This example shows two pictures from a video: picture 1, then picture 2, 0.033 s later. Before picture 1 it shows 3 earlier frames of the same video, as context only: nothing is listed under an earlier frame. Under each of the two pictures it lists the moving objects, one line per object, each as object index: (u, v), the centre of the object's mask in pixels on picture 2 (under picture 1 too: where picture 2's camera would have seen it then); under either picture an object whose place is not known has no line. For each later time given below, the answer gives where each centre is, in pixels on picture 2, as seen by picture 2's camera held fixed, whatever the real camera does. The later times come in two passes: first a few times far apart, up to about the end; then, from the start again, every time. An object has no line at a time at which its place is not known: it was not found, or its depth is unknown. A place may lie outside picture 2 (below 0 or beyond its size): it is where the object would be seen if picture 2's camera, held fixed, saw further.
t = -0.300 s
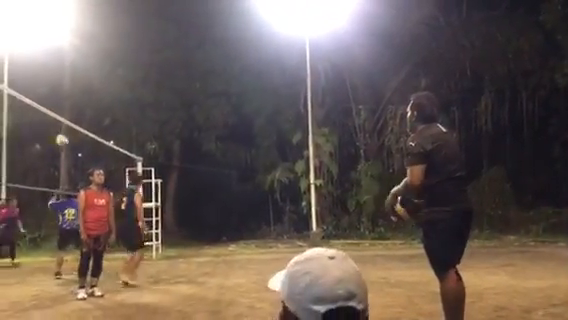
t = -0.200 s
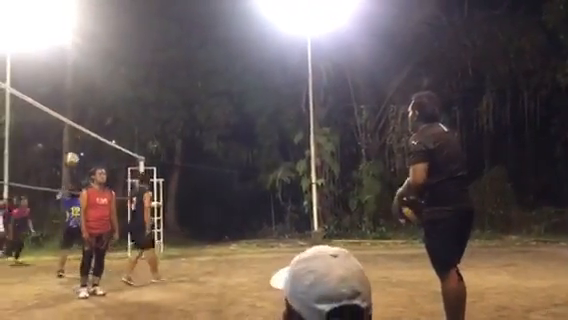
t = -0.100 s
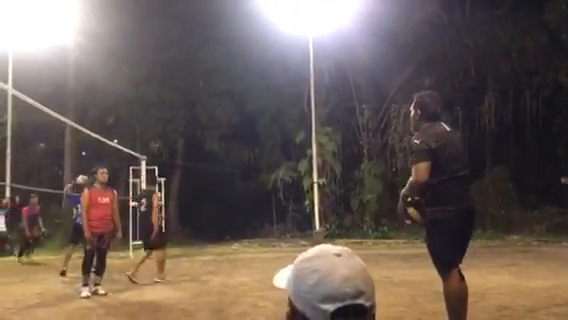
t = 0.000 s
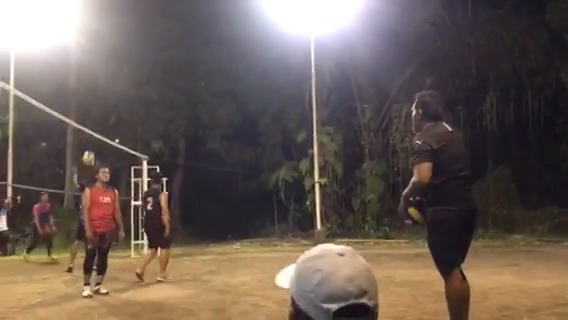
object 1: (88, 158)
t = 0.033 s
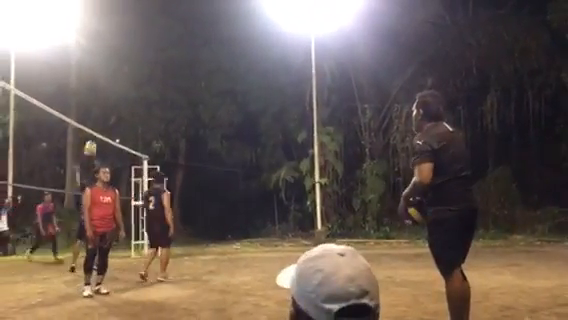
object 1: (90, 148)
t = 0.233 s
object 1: (98, 100)
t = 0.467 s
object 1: (107, 74)
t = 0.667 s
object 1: (113, 73)
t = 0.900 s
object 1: (121, 93)
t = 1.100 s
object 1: (125, 127)
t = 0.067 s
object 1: (91, 138)
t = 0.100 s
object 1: (93, 128)
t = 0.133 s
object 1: (94, 120)
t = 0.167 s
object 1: (95, 113)
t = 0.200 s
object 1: (97, 106)
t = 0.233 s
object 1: (98, 100)
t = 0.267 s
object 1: (100, 95)
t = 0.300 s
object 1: (101, 90)
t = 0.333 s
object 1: (102, 86)
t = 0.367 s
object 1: (103, 82)
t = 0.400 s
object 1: (104, 79)
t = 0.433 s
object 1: (106, 76)
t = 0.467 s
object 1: (107, 74)
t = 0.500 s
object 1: (108, 73)
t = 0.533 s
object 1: (109, 72)
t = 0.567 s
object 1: (110, 71)
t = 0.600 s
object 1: (112, 72)
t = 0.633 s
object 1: (112, 72)
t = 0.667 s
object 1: (113, 73)
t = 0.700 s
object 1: (114, 74)
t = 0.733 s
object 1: (116, 76)
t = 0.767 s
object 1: (117, 78)
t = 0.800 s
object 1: (118, 82)
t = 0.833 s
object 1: (119, 85)
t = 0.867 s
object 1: (120, 89)
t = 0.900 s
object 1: (121, 93)
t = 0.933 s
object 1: (122, 98)
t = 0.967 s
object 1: (122, 103)
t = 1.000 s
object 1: (123, 108)
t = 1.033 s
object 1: (124, 114)
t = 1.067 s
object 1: (125, 120)
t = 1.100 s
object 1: (125, 127)
